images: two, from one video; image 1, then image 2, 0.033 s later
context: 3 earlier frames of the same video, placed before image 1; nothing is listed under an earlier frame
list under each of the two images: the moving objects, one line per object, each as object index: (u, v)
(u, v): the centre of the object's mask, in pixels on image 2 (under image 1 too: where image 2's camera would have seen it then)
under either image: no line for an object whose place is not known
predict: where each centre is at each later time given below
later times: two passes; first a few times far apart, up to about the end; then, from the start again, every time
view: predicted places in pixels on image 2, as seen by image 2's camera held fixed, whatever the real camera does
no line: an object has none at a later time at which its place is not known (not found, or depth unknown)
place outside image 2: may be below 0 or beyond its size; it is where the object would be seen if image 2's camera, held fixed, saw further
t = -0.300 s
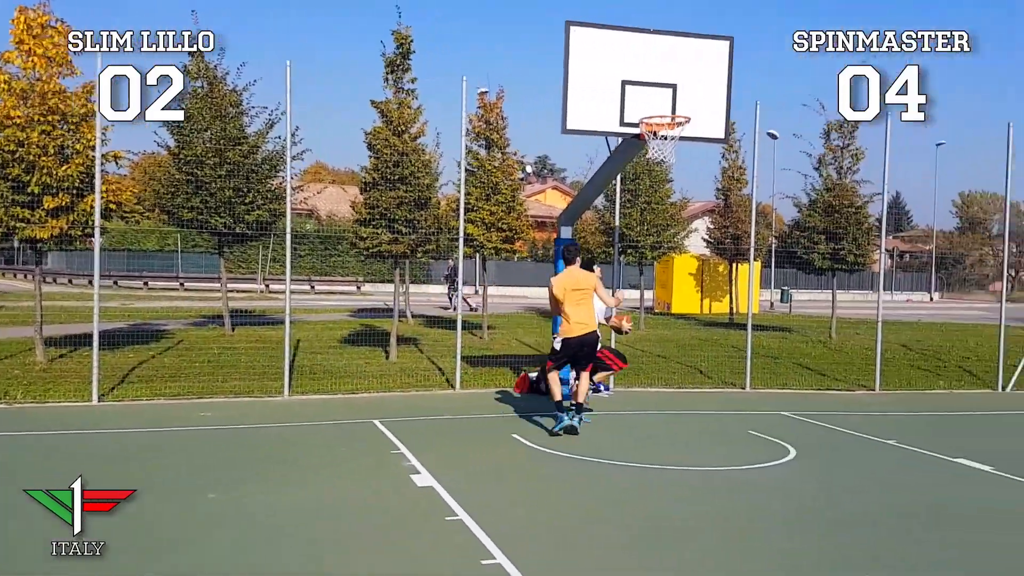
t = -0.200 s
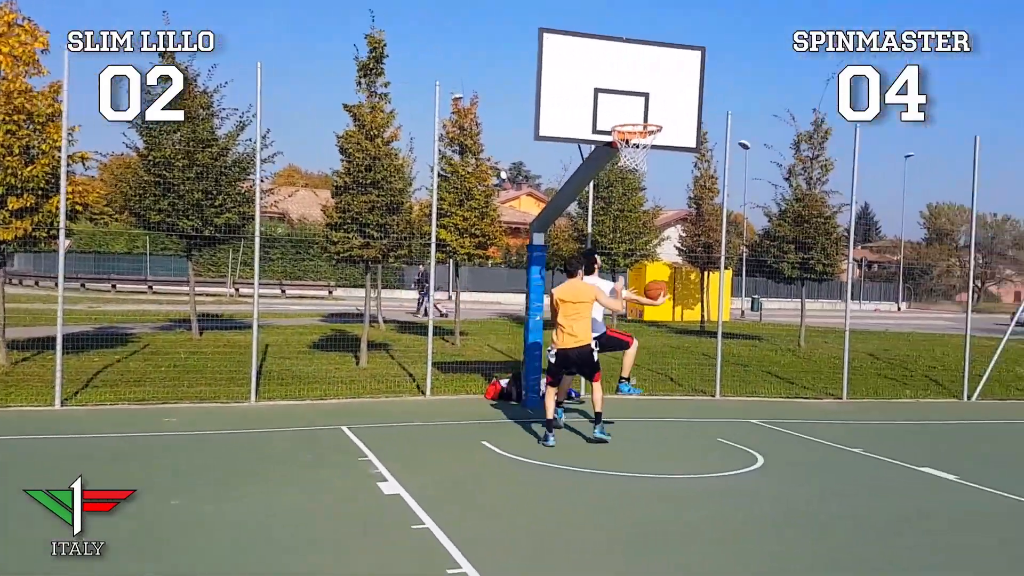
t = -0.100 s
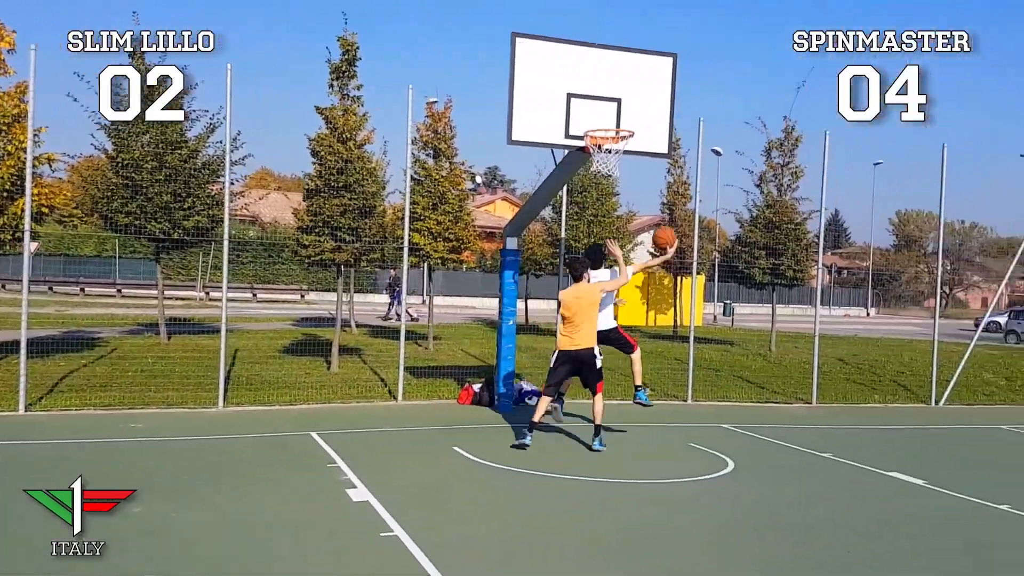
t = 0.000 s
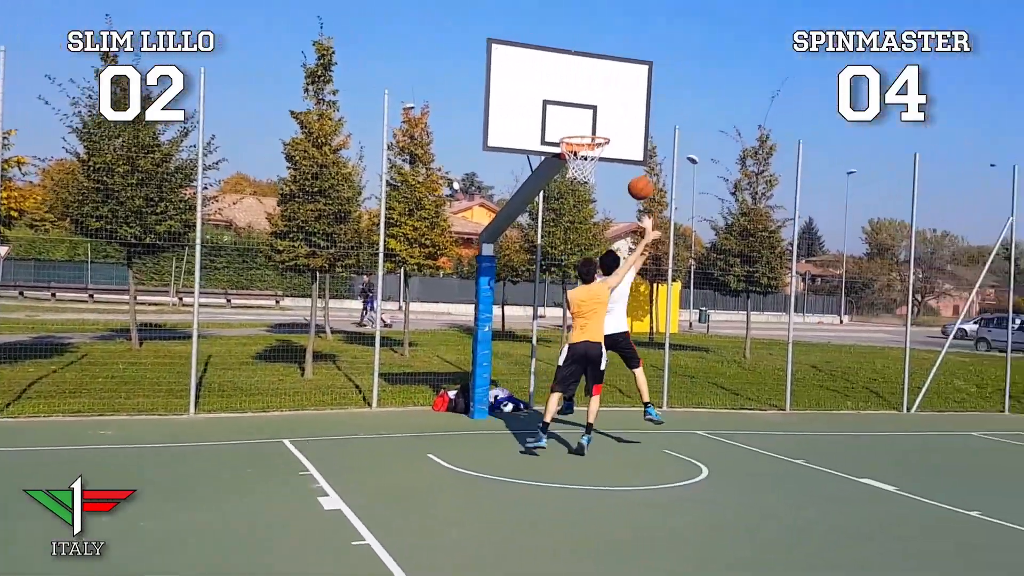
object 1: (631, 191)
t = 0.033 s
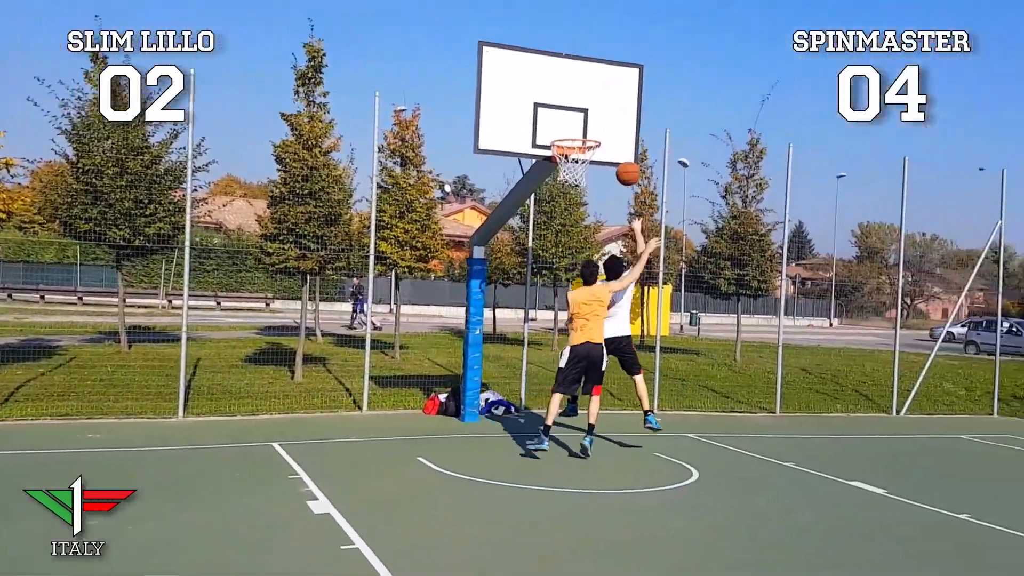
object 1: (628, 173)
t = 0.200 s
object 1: (612, 102)
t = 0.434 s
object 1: (589, 47)
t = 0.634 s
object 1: (567, 43)
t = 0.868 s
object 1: (538, 90)
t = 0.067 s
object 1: (625, 157)
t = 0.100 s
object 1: (622, 142)
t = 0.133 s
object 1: (619, 127)
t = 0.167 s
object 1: (616, 114)
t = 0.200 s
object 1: (612, 102)
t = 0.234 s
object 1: (609, 91)
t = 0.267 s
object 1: (606, 81)
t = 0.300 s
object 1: (602, 72)
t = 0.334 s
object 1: (599, 64)
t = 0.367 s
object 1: (596, 57)
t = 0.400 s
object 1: (592, 52)
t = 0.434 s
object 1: (589, 47)
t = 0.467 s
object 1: (585, 44)
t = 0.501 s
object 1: (581, 41)
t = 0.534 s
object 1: (578, 40)
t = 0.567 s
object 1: (574, 40)
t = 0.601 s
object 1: (570, 41)
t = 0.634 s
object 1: (567, 43)
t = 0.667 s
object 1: (562, 46)
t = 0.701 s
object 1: (559, 50)
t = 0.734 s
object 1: (555, 56)
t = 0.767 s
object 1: (551, 63)
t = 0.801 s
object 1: (547, 71)
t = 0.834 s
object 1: (543, 80)
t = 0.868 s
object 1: (538, 90)
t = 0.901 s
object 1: (534, 101)
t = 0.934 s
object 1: (530, 114)
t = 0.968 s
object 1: (525, 128)
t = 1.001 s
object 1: (521, 142)
